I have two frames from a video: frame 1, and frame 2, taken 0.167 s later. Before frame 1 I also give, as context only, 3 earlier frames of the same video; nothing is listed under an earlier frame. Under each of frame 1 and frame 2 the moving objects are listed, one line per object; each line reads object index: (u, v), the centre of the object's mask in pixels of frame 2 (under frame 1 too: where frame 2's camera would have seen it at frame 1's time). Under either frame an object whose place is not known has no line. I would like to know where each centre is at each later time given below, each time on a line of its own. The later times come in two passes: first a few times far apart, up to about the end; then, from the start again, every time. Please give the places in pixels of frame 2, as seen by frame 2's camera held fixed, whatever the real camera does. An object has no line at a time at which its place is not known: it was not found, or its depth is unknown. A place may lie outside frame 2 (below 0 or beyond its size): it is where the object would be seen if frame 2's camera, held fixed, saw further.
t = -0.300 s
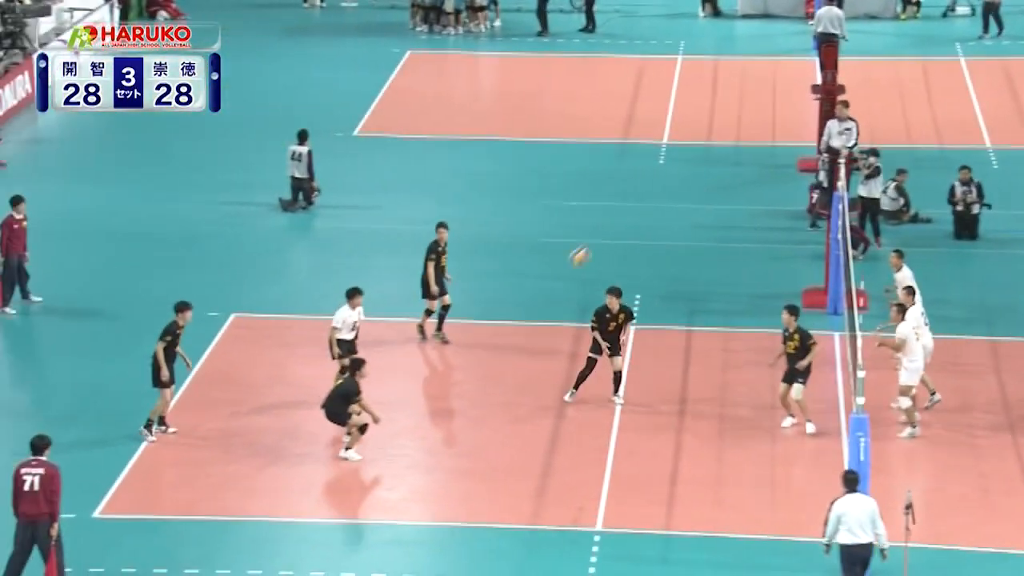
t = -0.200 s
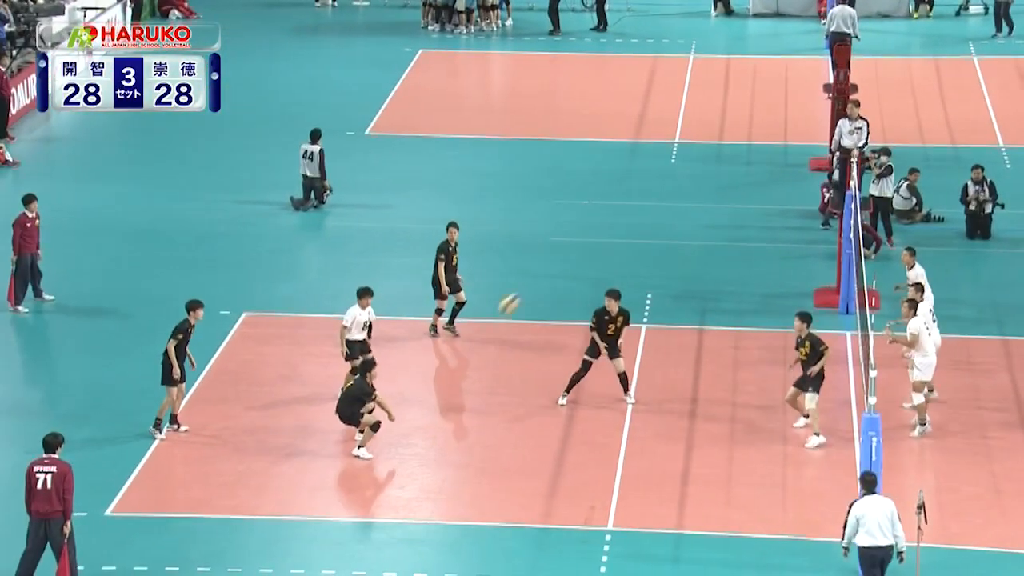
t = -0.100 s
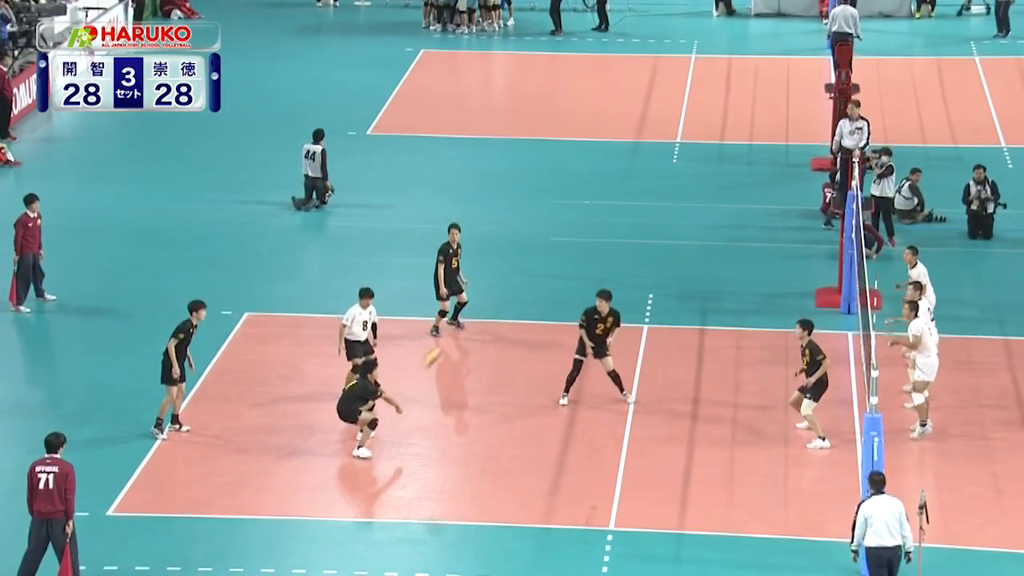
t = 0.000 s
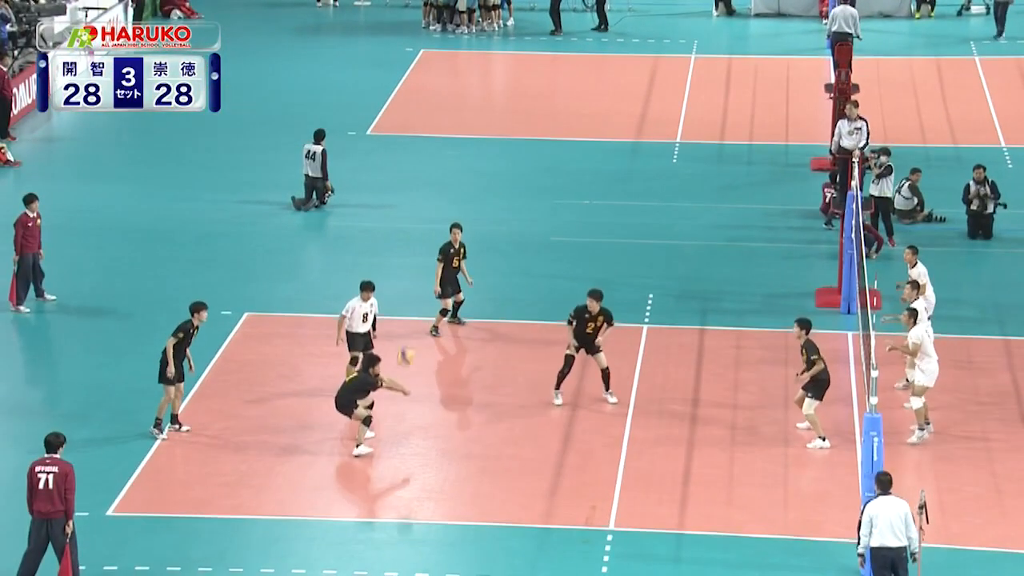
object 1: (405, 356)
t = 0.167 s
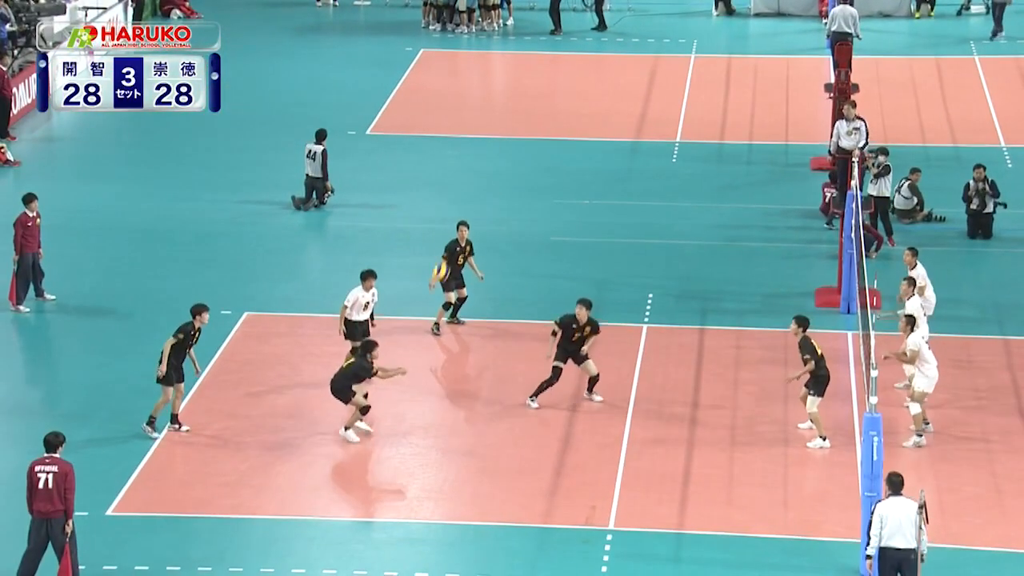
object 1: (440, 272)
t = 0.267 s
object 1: (463, 230)
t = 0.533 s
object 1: (515, 160)
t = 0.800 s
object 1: (565, 141)
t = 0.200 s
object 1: (449, 258)
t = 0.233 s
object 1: (454, 245)
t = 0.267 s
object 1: (463, 230)
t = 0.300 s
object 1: (469, 220)
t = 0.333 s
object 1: (475, 208)
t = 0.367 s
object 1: (482, 198)
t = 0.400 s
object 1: (488, 189)
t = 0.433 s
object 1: (495, 181)
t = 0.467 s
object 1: (502, 172)
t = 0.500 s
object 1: (509, 166)
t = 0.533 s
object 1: (515, 160)
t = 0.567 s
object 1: (522, 154)
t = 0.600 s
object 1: (528, 150)
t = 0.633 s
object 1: (535, 147)
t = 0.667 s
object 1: (541, 144)
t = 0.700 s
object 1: (548, 141)
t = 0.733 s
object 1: (554, 141)
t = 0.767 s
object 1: (560, 140)
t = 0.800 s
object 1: (565, 141)
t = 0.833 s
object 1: (570, 142)
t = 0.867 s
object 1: (578, 144)
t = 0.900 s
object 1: (584, 147)
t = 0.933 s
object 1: (590, 150)
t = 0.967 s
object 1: (596, 155)
